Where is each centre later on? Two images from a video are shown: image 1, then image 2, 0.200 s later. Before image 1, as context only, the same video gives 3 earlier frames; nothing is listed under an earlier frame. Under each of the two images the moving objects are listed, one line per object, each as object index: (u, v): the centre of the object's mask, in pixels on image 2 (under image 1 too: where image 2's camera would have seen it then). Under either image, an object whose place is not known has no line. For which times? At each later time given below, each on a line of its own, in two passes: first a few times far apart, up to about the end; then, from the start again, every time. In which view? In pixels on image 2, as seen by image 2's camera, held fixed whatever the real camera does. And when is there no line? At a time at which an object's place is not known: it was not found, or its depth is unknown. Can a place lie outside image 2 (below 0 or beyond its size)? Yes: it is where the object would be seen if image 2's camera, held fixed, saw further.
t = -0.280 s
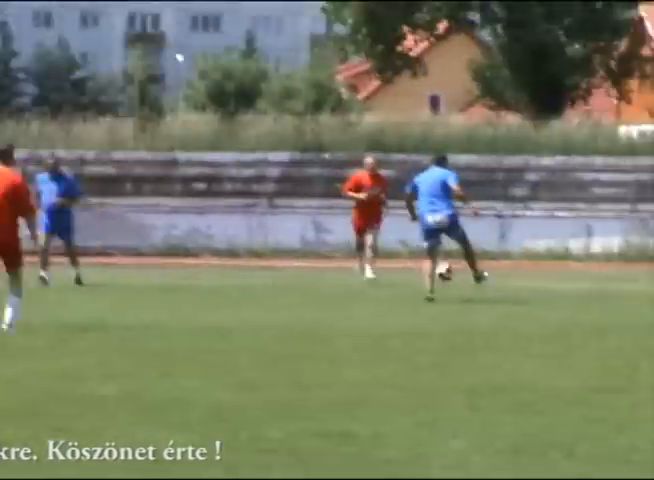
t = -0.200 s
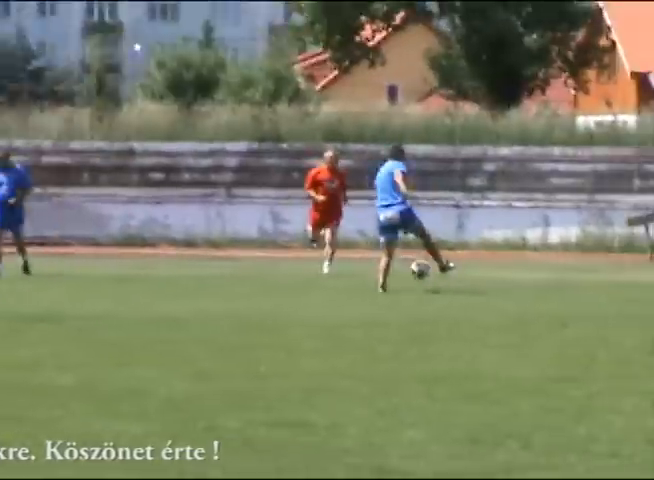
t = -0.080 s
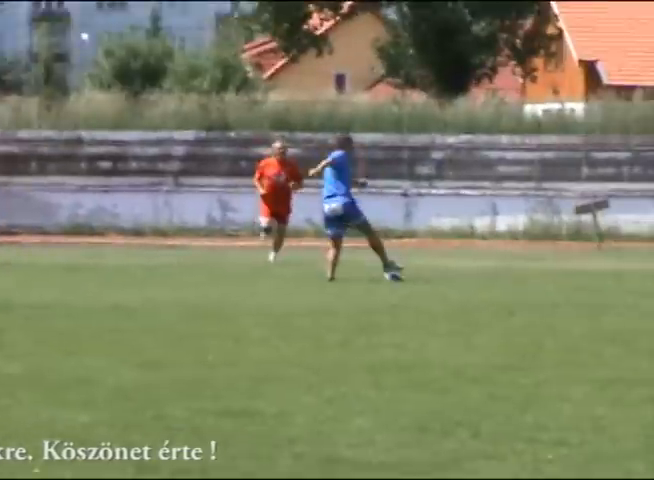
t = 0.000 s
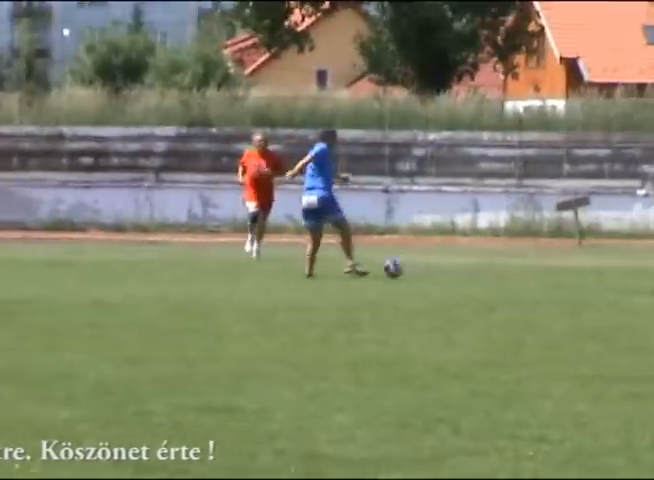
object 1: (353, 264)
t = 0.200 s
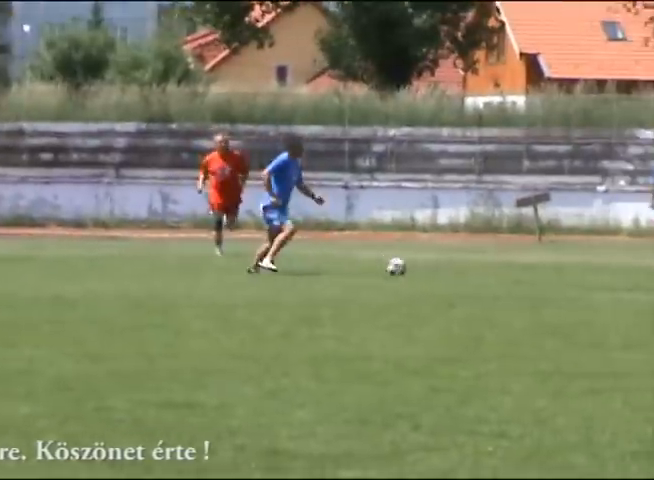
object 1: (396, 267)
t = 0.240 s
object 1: (406, 269)
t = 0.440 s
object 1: (447, 269)
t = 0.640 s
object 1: (486, 271)
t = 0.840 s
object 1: (523, 272)
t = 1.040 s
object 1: (556, 272)
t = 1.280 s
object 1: (593, 274)
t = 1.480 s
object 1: (623, 276)
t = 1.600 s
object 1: (639, 278)
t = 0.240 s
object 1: (406, 269)
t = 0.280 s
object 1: (413, 269)
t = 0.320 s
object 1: (422, 268)
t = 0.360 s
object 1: (430, 268)
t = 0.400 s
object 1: (438, 268)
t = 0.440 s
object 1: (447, 269)
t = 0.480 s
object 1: (455, 271)
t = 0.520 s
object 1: (462, 271)
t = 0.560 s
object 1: (470, 270)
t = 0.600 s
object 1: (478, 270)
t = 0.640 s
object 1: (486, 271)
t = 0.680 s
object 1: (492, 271)
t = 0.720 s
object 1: (500, 272)
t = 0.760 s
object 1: (507, 273)
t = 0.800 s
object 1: (515, 272)
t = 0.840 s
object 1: (523, 272)
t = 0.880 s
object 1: (530, 273)
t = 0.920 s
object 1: (536, 272)
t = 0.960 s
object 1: (543, 272)
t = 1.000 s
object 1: (549, 273)
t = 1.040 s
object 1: (556, 272)
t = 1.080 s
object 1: (562, 273)
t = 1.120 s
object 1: (568, 274)
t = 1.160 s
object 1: (574, 274)
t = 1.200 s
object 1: (581, 273)
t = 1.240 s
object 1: (587, 273)
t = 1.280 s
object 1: (593, 274)
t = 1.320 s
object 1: (599, 274)
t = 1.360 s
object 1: (604, 275)
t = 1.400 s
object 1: (611, 275)
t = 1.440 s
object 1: (617, 275)
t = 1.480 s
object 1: (623, 276)
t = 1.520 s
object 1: (628, 276)
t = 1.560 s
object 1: (634, 277)
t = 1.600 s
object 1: (639, 278)
